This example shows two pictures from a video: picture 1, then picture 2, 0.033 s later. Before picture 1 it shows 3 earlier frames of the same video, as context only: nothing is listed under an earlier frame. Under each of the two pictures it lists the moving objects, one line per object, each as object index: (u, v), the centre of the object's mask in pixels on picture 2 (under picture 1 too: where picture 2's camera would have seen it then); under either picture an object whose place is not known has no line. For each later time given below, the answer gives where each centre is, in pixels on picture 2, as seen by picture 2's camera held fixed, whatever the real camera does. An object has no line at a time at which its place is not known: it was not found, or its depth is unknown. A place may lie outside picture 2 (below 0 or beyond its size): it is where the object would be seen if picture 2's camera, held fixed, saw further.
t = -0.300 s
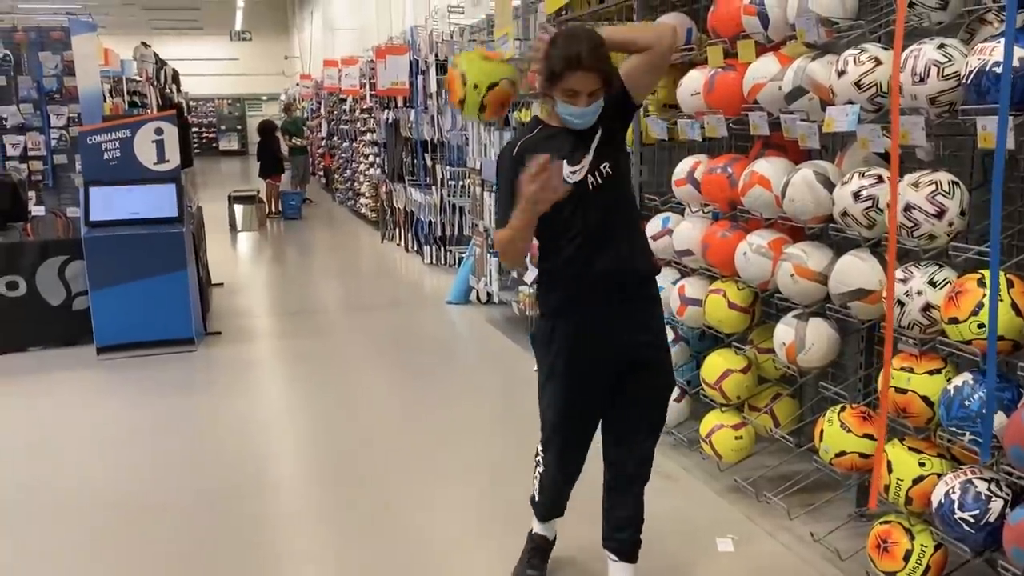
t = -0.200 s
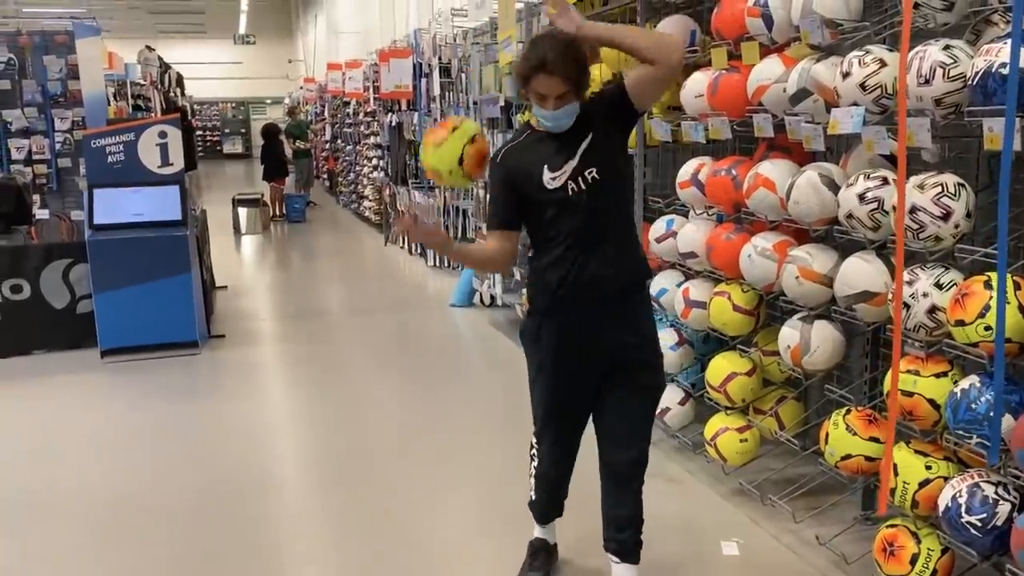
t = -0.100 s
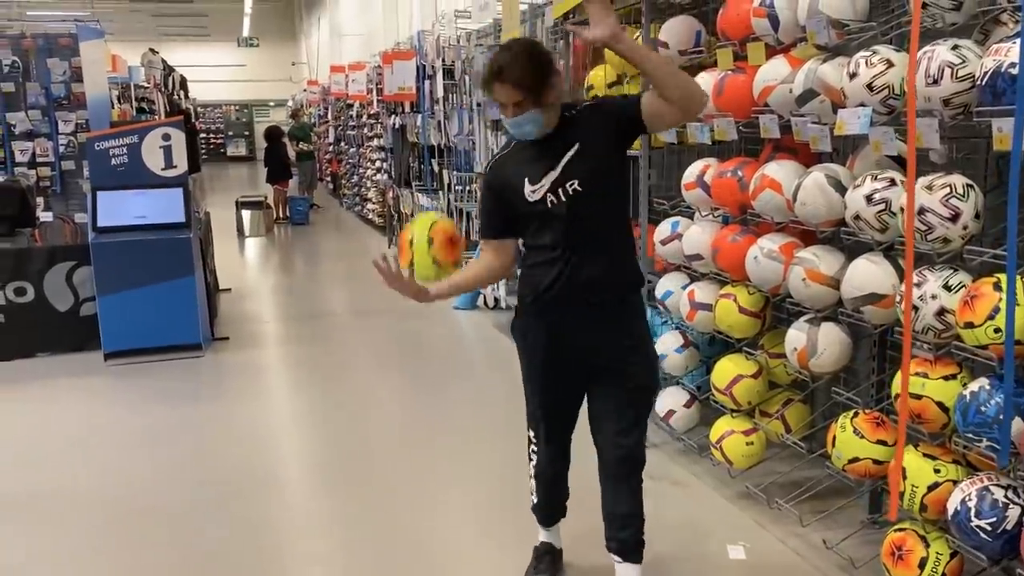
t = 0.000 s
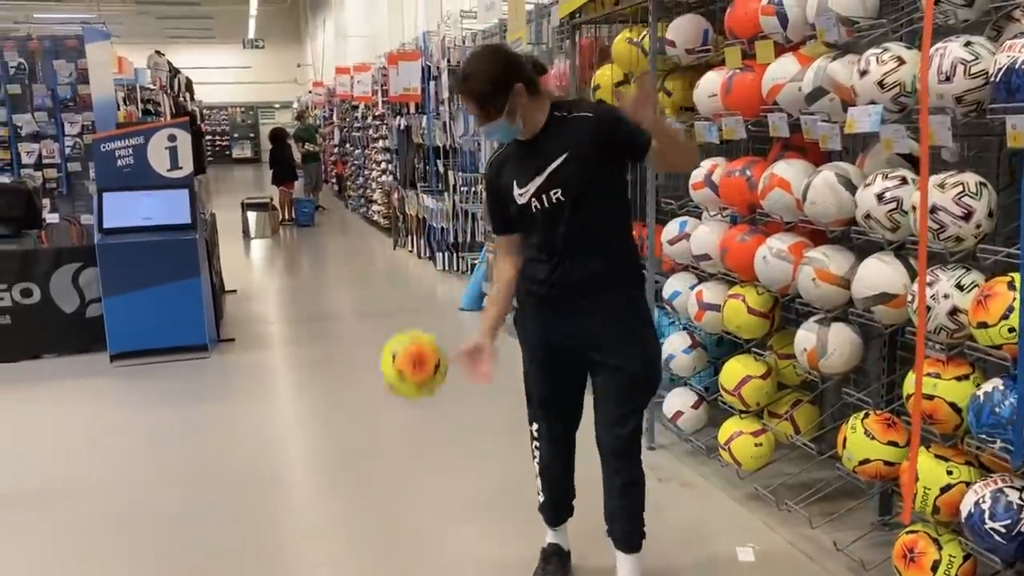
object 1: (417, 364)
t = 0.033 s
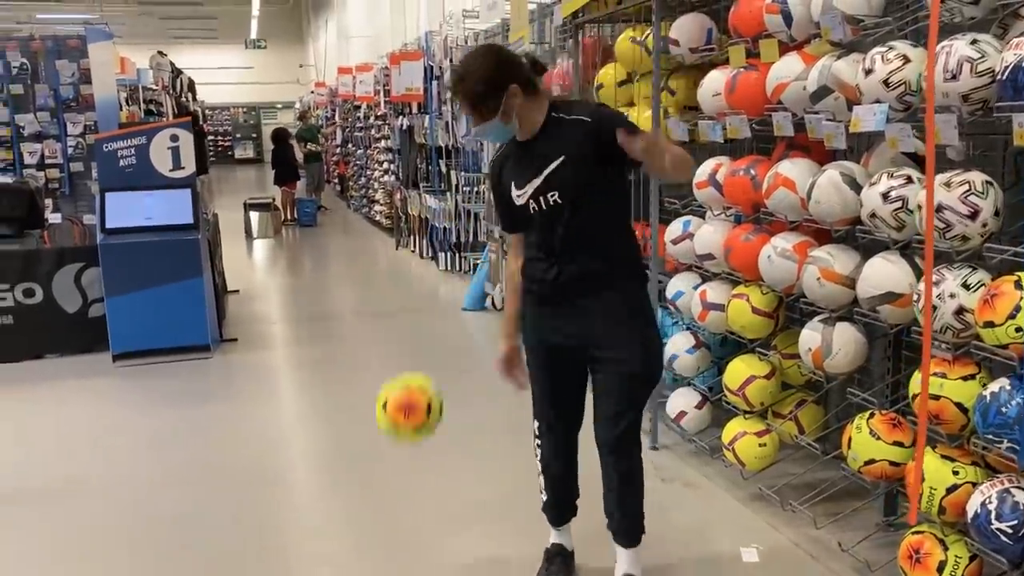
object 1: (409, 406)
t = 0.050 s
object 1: (405, 430)
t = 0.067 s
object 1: (402, 452)
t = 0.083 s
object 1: (398, 476)
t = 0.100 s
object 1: (395, 500)
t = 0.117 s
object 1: (392, 524)
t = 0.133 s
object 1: (389, 546)
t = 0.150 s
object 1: (384, 531)
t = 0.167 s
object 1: (379, 513)
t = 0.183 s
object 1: (373, 496)
